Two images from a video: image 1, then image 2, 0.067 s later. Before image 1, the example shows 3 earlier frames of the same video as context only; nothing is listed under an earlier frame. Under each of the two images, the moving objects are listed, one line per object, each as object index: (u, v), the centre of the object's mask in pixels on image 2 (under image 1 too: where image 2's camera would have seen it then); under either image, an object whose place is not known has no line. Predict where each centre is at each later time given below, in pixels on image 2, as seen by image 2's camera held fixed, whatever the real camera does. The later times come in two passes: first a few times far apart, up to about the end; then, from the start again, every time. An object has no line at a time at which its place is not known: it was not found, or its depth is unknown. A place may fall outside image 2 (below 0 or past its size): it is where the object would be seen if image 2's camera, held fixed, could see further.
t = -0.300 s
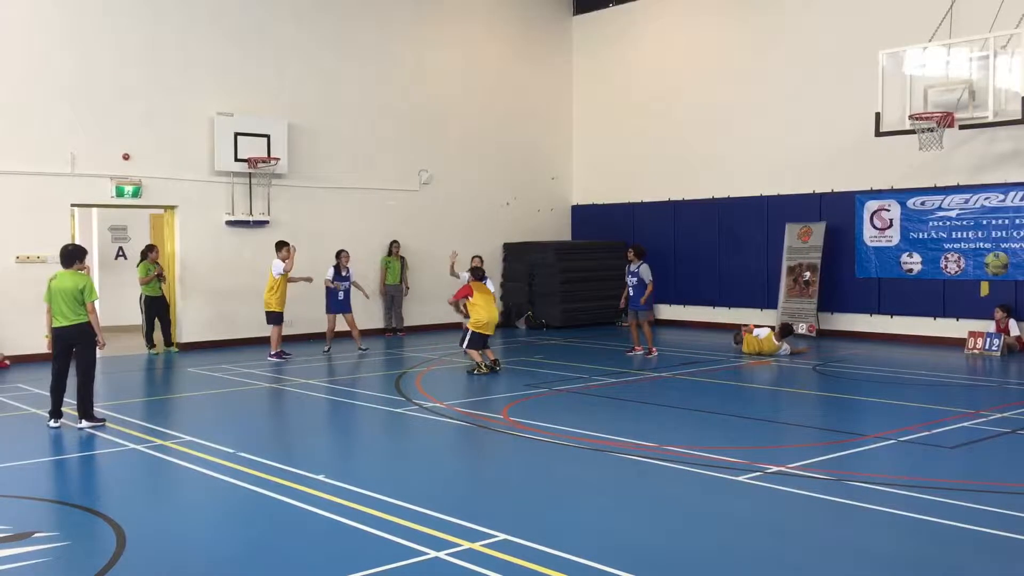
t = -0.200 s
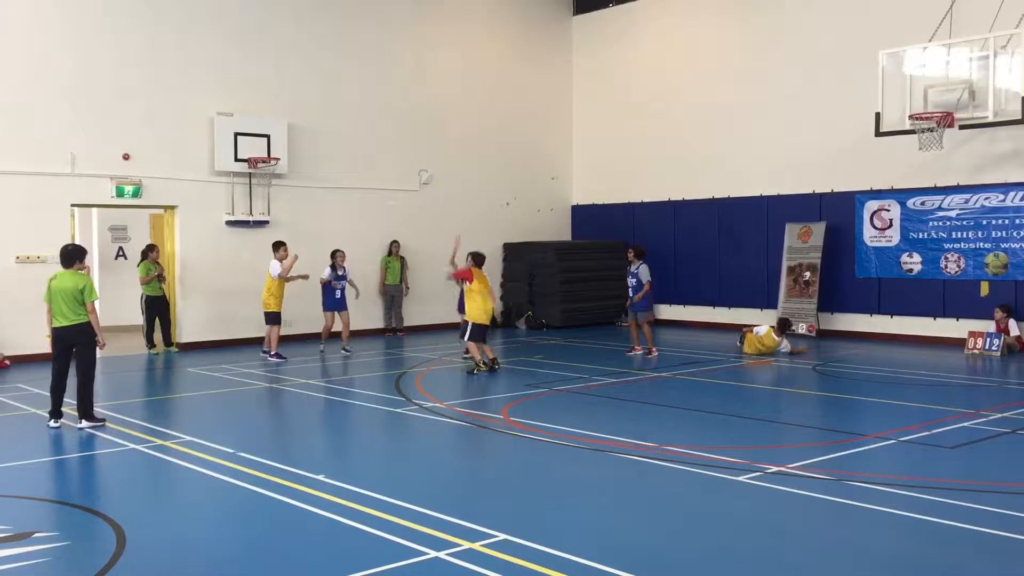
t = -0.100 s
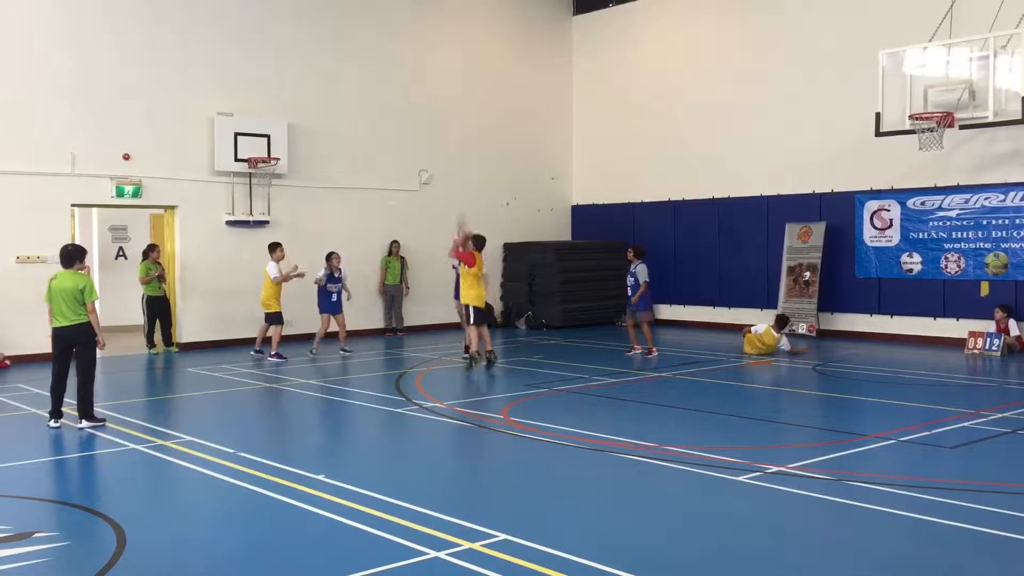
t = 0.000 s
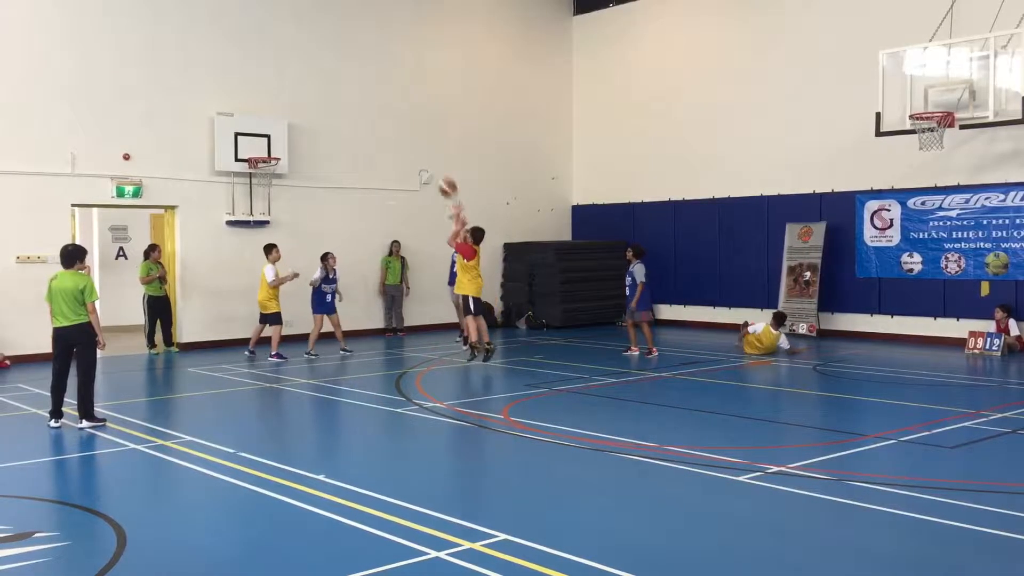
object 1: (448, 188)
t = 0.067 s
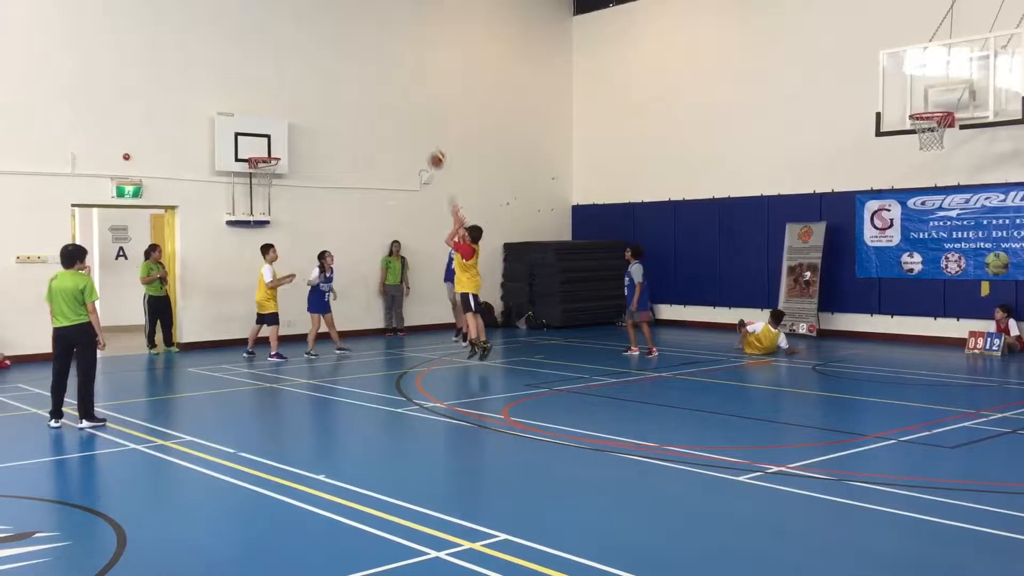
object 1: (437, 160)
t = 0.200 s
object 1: (412, 111)
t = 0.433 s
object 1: (373, 63)
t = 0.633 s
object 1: (344, 54)
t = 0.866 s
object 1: (312, 78)
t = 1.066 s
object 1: (288, 125)
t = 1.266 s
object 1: (278, 136)
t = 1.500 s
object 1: (277, 129)
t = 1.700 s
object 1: (277, 151)
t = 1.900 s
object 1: (262, 149)
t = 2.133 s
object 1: (262, 150)
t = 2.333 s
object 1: (270, 164)
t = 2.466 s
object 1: (266, 181)
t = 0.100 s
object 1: (430, 146)
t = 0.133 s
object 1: (423, 133)
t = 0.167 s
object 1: (418, 122)
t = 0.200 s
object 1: (412, 111)
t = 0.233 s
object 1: (406, 102)
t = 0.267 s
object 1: (401, 93)
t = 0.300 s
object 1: (396, 86)
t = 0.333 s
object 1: (390, 79)
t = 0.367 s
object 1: (384, 73)
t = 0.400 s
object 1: (379, 68)
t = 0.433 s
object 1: (373, 63)
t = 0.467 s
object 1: (368, 60)
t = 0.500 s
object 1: (363, 57)
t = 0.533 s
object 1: (359, 56)
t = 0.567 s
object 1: (354, 54)
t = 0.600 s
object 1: (349, 54)
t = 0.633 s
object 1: (344, 54)
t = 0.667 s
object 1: (339, 55)
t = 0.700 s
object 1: (335, 57)
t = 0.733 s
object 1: (331, 60)
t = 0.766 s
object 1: (326, 64)
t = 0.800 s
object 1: (321, 68)
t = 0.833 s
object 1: (317, 72)
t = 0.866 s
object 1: (312, 78)
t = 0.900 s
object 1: (308, 84)
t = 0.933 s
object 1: (304, 91)
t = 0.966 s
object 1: (301, 99)
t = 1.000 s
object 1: (296, 107)
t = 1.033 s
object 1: (292, 115)
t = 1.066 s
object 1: (288, 125)
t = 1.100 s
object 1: (284, 135)
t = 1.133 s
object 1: (281, 145)
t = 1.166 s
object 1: (278, 150)
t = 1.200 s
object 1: (278, 145)
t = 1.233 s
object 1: (278, 140)
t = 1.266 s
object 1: (278, 136)
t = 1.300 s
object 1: (278, 133)
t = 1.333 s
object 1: (278, 130)
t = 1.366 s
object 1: (277, 129)
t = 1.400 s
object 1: (277, 127)
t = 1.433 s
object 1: (277, 127)
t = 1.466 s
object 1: (277, 128)
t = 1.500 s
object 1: (277, 129)
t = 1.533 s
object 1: (277, 130)
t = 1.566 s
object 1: (277, 133)
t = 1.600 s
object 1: (277, 136)
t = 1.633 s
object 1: (277, 140)
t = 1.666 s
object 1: (277, 145)
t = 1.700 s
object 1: (277, 151)
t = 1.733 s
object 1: (275, 150)
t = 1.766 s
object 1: (273, 149)
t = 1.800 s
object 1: (270, 148)
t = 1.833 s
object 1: (267, 147)
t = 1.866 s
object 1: (265, 148)
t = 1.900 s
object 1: (262, 149)
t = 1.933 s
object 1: (259, 150)
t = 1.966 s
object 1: (256, 151)
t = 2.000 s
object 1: (256, 151)
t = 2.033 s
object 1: (258, 150)
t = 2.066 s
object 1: (260, 149)
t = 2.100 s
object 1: (261, 149)
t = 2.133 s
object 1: (262, 150)
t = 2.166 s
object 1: (265, 150)
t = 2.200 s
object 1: (267, 152)
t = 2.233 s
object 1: (270, 154)
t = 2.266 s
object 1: (271, 158)
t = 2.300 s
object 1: (272, 160)
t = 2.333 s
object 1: (270, 164)
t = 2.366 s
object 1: (269, 168)
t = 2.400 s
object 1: (269, 173)
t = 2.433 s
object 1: (267, 177)
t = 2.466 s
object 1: (266, 181)
